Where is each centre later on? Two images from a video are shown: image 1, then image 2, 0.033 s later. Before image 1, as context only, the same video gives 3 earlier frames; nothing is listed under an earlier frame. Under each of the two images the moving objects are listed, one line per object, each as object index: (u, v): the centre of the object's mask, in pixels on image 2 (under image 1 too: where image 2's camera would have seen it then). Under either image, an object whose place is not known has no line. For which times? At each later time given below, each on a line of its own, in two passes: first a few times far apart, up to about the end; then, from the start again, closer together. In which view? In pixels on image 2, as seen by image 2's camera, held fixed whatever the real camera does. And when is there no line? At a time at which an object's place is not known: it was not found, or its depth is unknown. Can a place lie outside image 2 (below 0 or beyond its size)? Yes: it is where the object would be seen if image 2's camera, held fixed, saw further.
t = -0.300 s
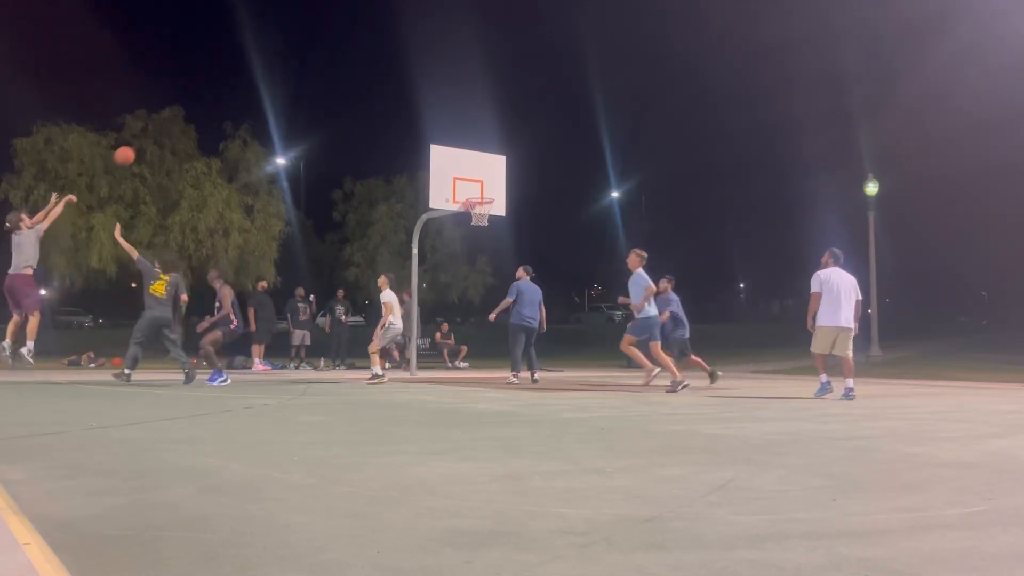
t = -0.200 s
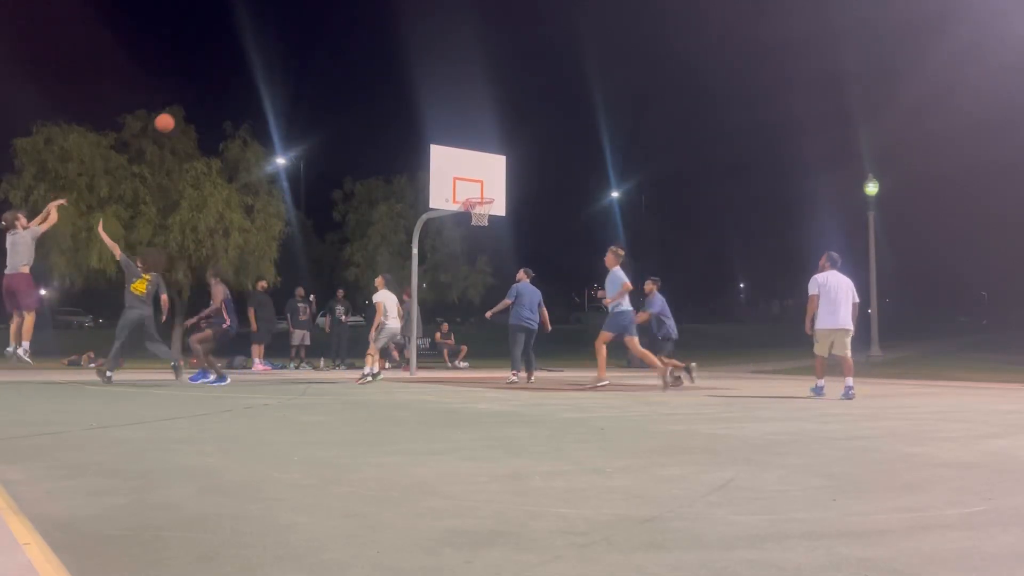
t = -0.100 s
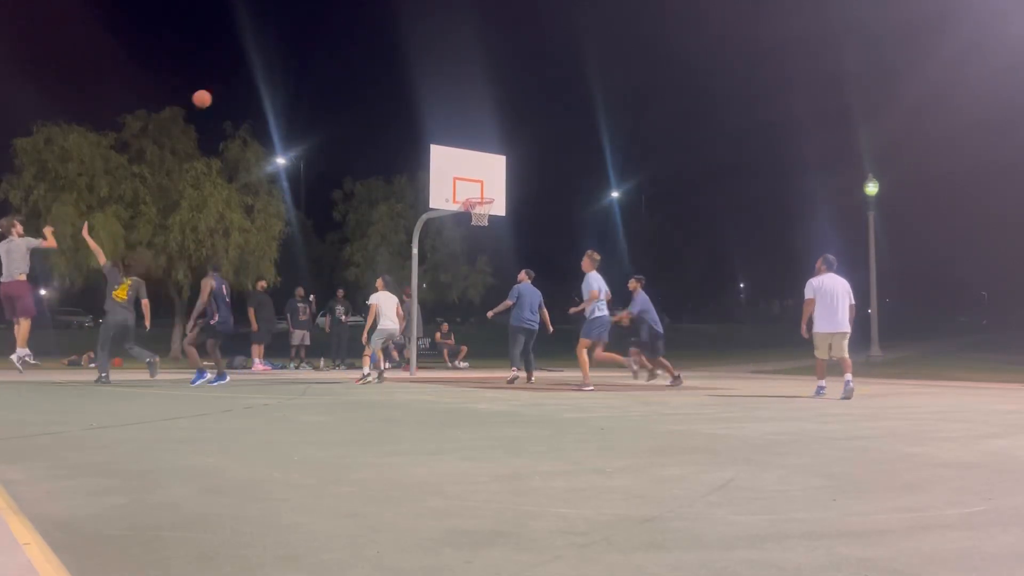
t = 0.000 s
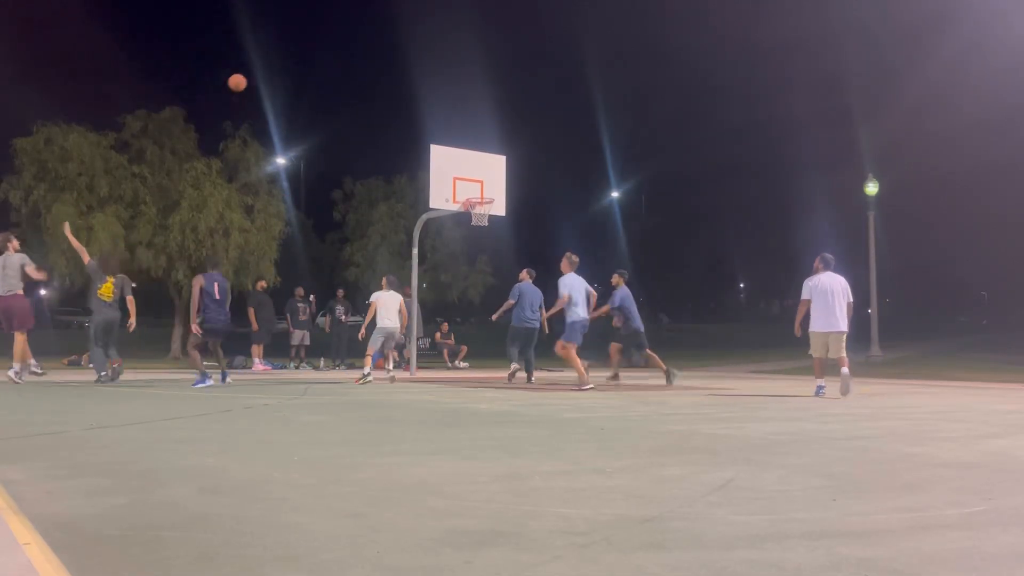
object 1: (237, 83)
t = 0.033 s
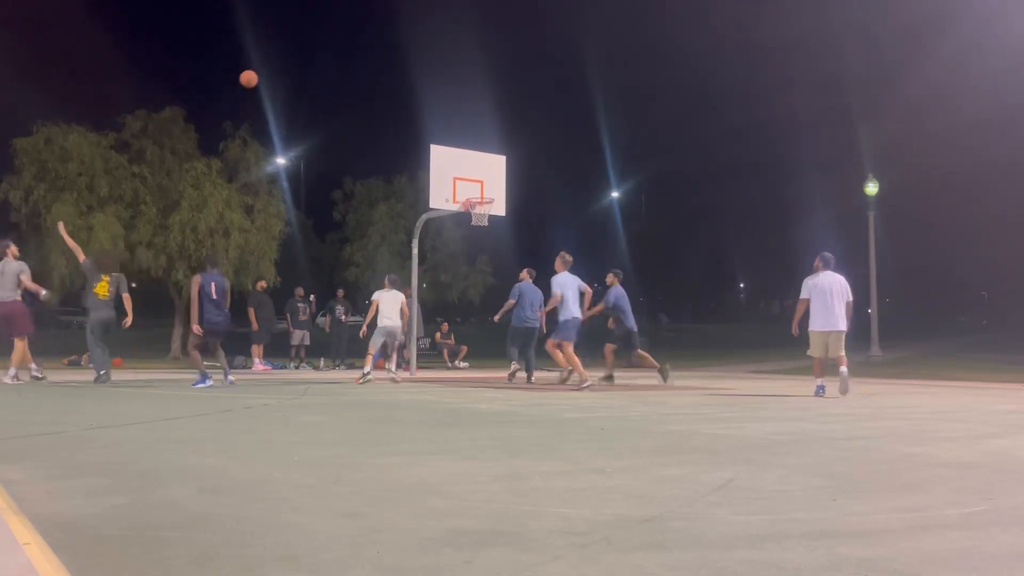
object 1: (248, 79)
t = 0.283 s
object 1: (328, 75)
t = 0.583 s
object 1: (412, 119)
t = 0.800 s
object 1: (466, 179)
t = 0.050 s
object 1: (254, 78)
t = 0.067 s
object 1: (259, 76)
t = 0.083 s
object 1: (265, 75)
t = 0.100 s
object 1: (271, 74)
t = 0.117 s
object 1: (276, 73)
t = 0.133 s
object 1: (281, 72)
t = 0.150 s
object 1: (287, 72)
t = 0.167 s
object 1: (292, 72)
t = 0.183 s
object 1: (297, 72)
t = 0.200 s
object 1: (302, 72)
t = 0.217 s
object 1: (307, 72)
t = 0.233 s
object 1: (313, 72)
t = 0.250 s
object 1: (318, 73)
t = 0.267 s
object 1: (323, 74)
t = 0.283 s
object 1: (328, 75)
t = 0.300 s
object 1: (333, 76)
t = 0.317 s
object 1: (338, 77)
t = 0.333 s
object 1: (343, 78)
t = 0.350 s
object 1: (348, 80)
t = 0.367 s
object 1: (352, 82)
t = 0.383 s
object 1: (357, 84)
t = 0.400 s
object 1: (362, 86)
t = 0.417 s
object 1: (367, 88)
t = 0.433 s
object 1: (371, 90)
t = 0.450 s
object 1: (376, 93)
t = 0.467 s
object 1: (380, 96)
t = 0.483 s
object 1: (385, 98)
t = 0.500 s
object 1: (390, 101)
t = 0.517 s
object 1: (394, 105)
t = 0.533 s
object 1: (399, 108)
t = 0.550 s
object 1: (403, 111)
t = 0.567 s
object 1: (407, 115)
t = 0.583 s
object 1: (412, 119)
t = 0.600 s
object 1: (416, 123)
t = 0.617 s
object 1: (421, 127)
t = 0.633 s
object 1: (425, 131)
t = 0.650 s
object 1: (429, 135)
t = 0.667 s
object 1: (433, 139)
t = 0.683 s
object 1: (437, 143)
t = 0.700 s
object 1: (442, 148)
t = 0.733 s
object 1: (450, 158)
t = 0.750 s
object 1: (454, 163)
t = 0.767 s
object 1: (458, 168)
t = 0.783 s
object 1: (462, 173)
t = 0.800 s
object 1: (466, 179)
